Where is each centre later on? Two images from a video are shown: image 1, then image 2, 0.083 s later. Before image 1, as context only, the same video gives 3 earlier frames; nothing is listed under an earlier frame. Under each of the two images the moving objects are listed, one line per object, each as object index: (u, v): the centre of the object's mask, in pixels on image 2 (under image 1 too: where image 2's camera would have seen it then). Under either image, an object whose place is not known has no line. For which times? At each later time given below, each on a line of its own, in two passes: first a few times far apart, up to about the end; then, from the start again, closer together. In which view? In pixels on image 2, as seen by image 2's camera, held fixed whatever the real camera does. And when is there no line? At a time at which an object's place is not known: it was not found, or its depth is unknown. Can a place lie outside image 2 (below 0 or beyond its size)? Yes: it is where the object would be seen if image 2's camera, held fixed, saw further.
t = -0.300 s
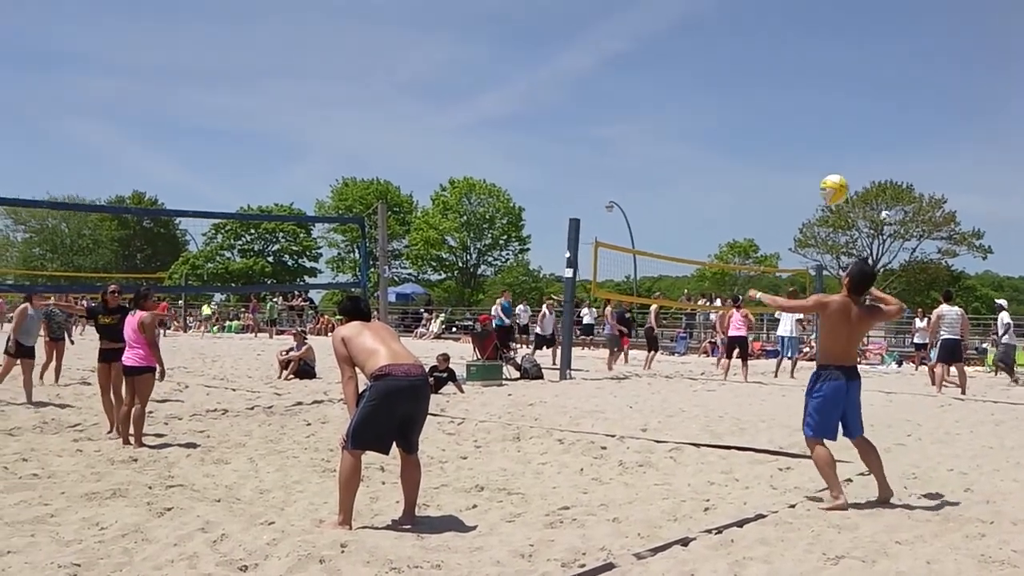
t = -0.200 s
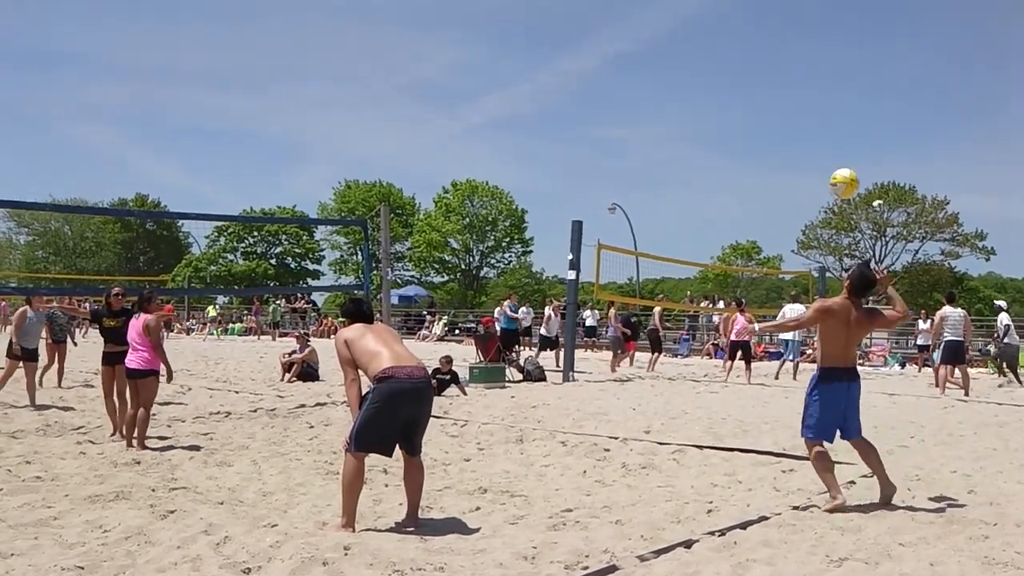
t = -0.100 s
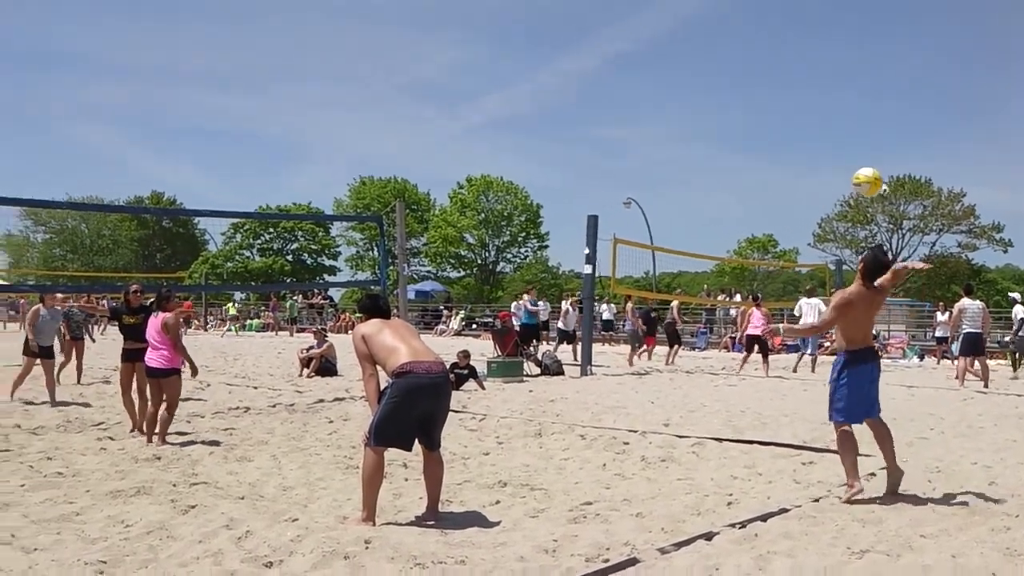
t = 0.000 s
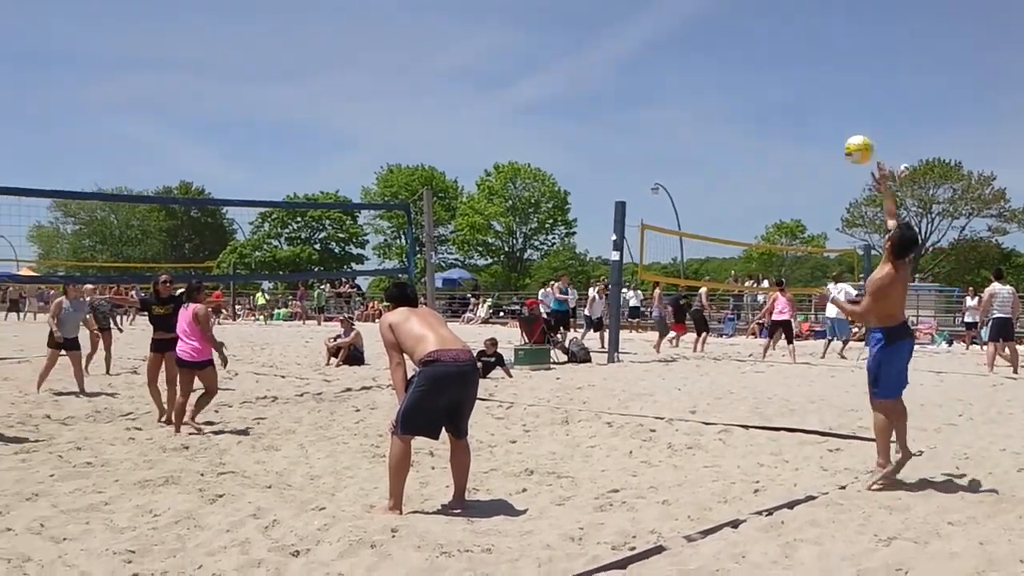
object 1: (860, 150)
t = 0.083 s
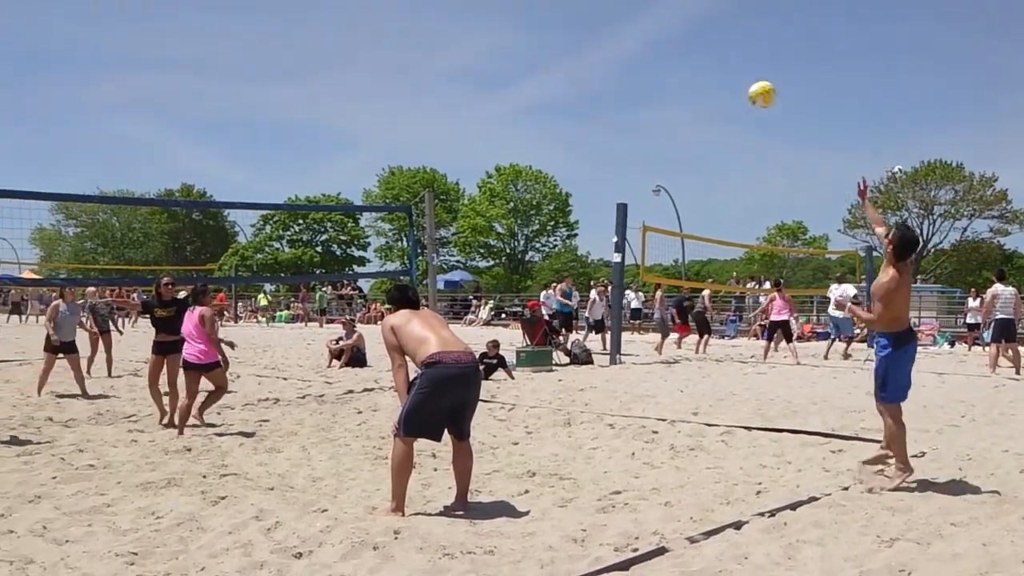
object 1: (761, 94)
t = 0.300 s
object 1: (563, 20)
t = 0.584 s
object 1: (384, 26)
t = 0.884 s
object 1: (256, 105)
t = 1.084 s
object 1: (191, 187)
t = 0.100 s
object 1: (744, 85)
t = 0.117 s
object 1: (726, 77)
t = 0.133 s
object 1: (710, 69)
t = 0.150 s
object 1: (693, 61)
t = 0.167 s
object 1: (676, 55)
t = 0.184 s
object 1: (661, 48)
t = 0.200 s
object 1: (645, 43)
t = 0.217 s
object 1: (631, 38)
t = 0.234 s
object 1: (616, 33)
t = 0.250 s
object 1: (602, 29)
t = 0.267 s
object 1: (589, 26)
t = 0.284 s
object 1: (576, 23)
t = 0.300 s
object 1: (563, 20)
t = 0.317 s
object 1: (550, 17)
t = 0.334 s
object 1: (539, 15)
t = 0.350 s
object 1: (526, 13)
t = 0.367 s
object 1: (514, 11)
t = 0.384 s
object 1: (503, 10)
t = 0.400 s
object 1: (491, 10)
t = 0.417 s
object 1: (480, 10)
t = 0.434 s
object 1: (469, 11)
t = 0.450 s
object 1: (459, 12)
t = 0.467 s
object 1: (449, 13)
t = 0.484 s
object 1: (439, 14)
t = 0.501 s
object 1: (430, 16)
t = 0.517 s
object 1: (420, 17)
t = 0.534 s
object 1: (410, 19)
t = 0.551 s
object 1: (402, 21)
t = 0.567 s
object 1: (393, 23)
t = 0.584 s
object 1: (384, 26)
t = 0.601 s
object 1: (376, 28)
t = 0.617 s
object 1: (368, 31)
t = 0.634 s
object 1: (360, 34)
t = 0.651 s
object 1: (352, 38)
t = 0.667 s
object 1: (343, 42)
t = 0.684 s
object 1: (336, 46)
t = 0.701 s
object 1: (328, 50)
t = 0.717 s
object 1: (321, 54)
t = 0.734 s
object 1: (315, 58)
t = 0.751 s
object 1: (307, 62)
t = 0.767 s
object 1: (301, 67)
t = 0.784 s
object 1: (294, 72)
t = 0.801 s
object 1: (287, 78)
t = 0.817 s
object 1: (281, 83)
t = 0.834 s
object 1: (274, 88)
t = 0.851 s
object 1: (268, 94)
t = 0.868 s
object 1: (262, 99)
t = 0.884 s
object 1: (256, 105)
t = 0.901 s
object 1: (249, 113)
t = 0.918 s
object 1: (243, 119)
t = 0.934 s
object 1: (238, 125)
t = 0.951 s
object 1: (232, 131)
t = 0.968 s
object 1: (227, 138)
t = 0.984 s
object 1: (222, 145)
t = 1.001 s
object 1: (217, 151)
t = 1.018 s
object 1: (211, 158)
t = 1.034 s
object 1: (206, 165)
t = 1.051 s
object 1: (201, 173)
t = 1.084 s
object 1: (191, 187)
